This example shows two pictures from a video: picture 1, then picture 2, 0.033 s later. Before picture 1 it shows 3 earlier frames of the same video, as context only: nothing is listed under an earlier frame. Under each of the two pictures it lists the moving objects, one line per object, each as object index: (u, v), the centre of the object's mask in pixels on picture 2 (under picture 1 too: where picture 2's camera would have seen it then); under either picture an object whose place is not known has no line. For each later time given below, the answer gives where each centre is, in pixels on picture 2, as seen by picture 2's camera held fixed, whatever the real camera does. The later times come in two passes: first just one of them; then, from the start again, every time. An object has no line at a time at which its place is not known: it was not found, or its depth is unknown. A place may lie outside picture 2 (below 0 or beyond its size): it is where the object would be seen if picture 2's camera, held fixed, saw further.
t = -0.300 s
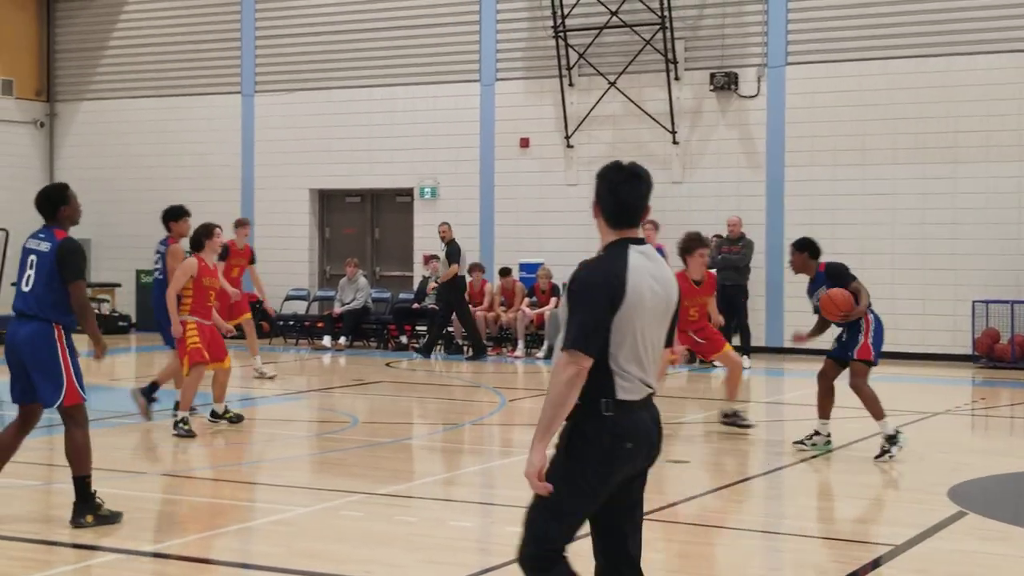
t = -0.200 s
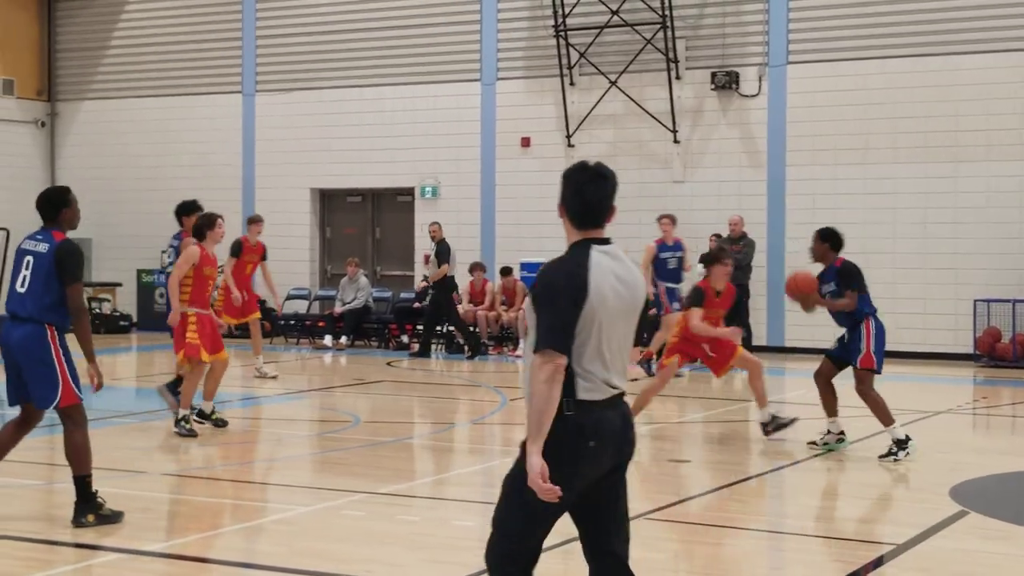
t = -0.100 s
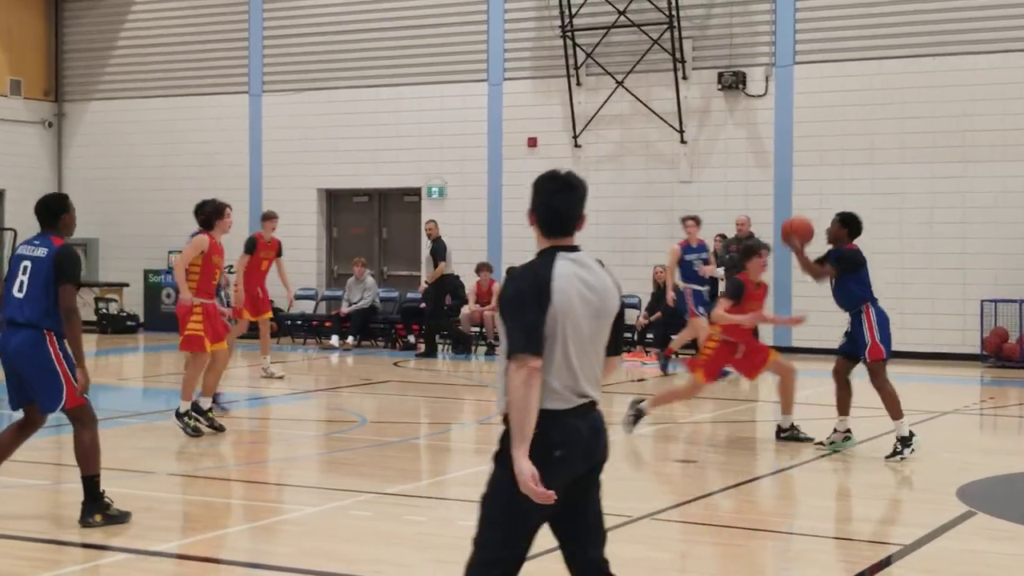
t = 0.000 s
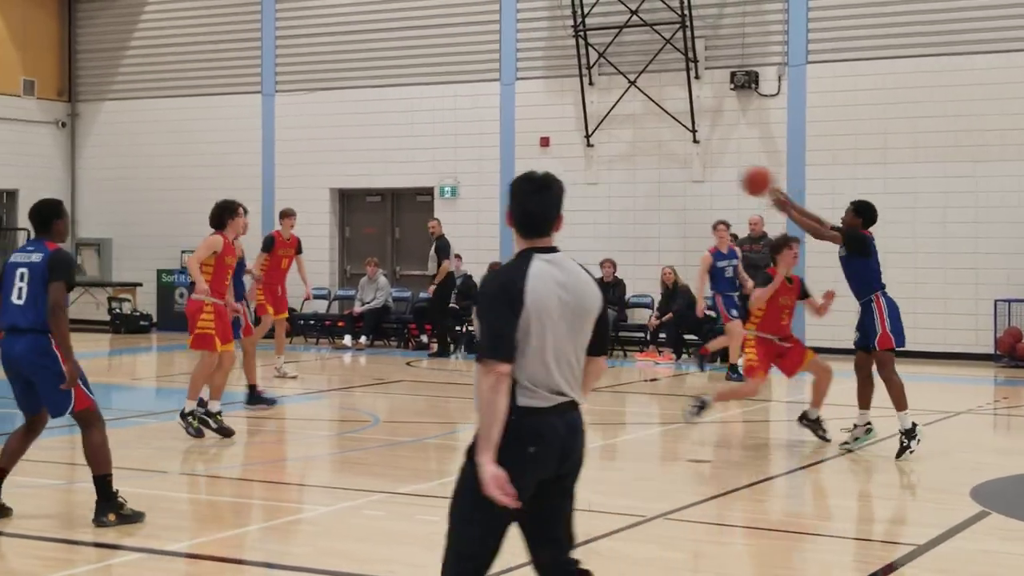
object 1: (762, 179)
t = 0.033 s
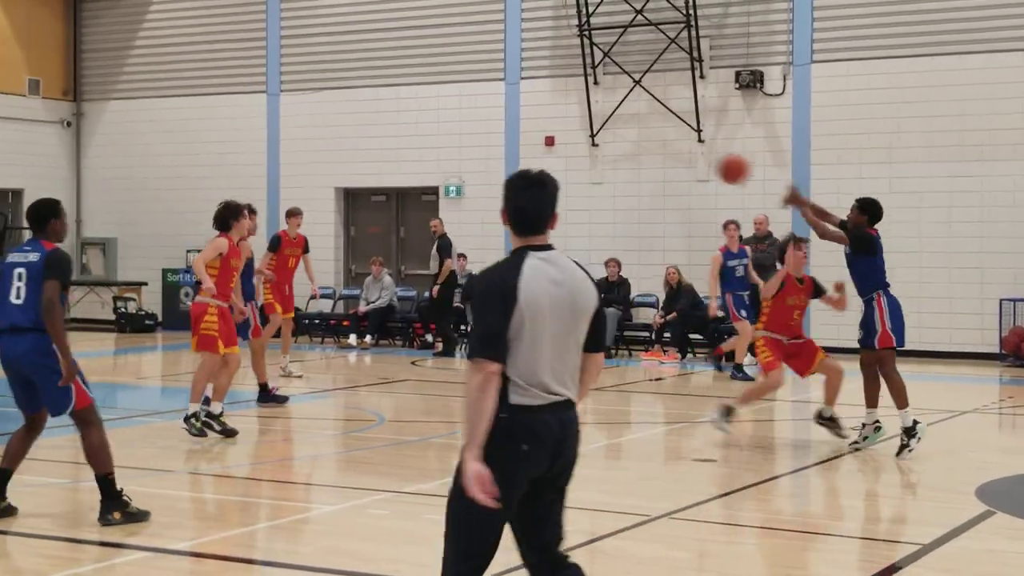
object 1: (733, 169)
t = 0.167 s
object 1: (628, 140)
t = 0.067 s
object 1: (705, 159)
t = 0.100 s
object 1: (678, 152)
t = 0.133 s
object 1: (653, 145)
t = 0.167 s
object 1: (628, 140)
